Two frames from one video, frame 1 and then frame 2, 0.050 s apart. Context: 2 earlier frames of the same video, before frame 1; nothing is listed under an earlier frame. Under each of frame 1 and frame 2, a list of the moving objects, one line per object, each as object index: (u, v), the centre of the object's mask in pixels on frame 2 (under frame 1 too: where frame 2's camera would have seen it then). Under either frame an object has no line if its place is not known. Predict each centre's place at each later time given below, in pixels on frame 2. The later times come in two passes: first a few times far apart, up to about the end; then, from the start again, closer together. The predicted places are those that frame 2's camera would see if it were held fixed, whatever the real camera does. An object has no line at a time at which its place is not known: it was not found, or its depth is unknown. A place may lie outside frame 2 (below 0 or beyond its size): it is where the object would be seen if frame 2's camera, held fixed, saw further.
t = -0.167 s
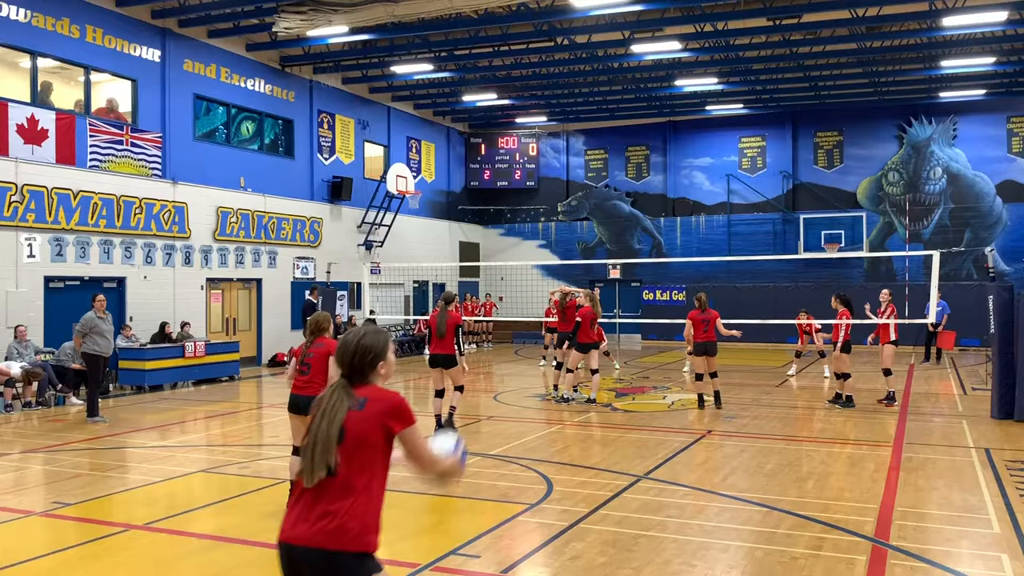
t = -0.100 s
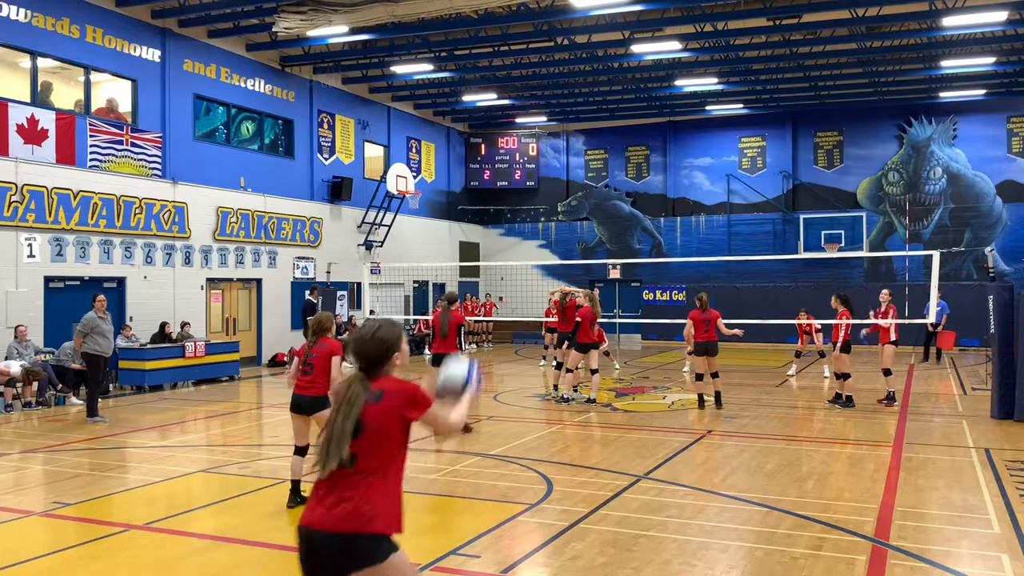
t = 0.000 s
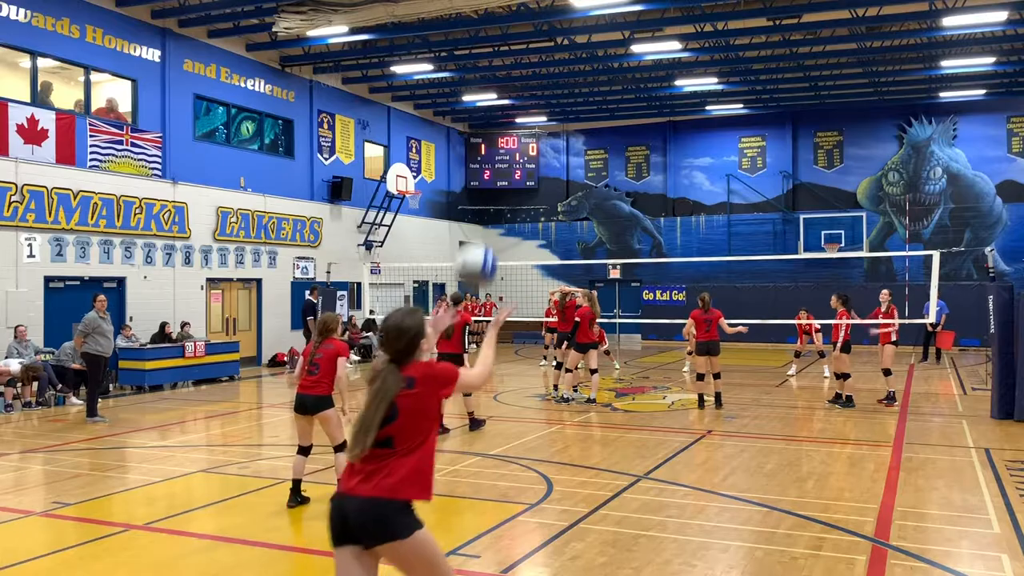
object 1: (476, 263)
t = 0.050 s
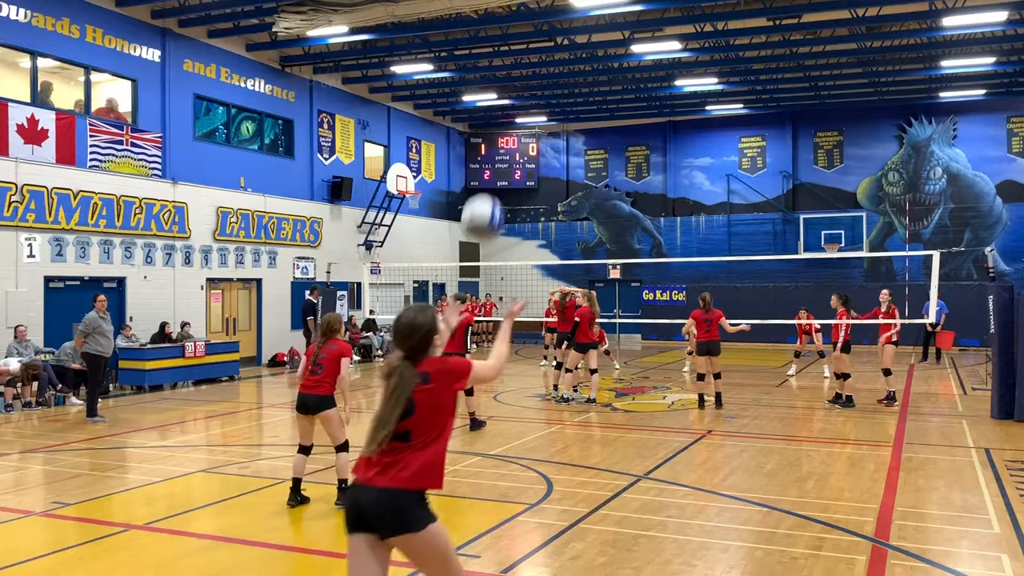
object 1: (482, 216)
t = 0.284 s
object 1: (511, 84)
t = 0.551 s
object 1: (536, 69)
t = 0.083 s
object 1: (486, 193)
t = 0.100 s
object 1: (488, 180)
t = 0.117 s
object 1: (490, 167)
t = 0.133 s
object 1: (492, 155)
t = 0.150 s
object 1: (494, 144)
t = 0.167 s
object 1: (496, 134)
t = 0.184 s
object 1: (498, 125)
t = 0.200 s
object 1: (501, 117)
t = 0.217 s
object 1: (503, 109)
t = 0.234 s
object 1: (505, 102)
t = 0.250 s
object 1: (507, 96)
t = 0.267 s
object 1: (509, 89)
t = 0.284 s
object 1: (511, 84)
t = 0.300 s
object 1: (512, 80)
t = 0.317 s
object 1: (513, 76)
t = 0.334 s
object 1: (515, 72)
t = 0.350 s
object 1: (517, 69)
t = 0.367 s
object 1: (518, 66)
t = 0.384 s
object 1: (520, 63)
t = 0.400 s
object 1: (522, 62)
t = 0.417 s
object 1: (523, 61)
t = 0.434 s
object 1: (525, 60)
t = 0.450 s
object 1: (527, 60)
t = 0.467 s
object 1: (528, 61)
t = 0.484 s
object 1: (530, 61)
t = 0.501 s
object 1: (531, 63)
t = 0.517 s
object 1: (533, 64)
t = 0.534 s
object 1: (534, 66)
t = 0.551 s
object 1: (536, 69)
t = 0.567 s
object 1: (537, 72)
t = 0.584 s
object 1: (539, 76)
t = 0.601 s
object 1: (540, 80)
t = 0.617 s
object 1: (542, 84)
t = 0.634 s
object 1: (543, 89)
